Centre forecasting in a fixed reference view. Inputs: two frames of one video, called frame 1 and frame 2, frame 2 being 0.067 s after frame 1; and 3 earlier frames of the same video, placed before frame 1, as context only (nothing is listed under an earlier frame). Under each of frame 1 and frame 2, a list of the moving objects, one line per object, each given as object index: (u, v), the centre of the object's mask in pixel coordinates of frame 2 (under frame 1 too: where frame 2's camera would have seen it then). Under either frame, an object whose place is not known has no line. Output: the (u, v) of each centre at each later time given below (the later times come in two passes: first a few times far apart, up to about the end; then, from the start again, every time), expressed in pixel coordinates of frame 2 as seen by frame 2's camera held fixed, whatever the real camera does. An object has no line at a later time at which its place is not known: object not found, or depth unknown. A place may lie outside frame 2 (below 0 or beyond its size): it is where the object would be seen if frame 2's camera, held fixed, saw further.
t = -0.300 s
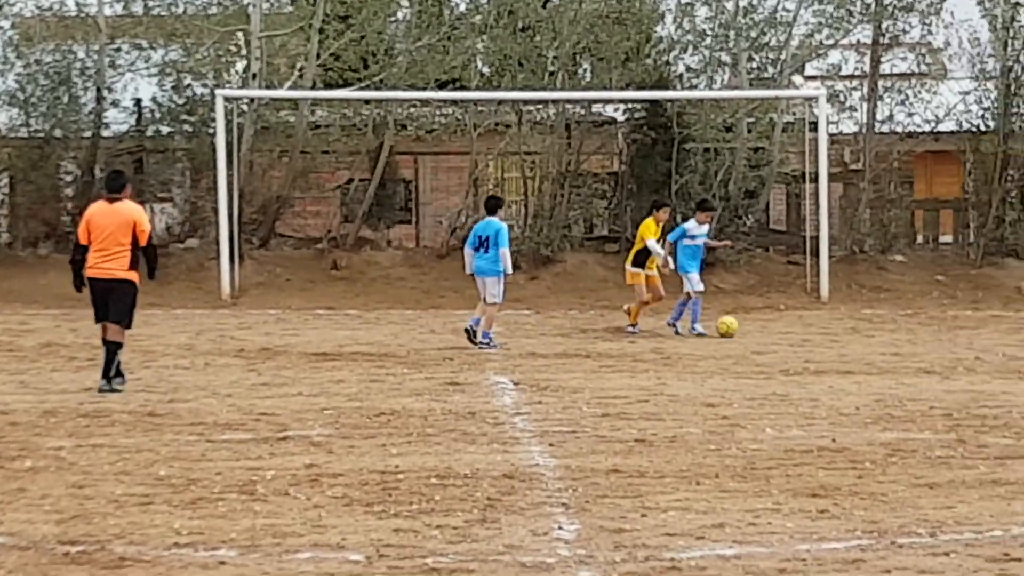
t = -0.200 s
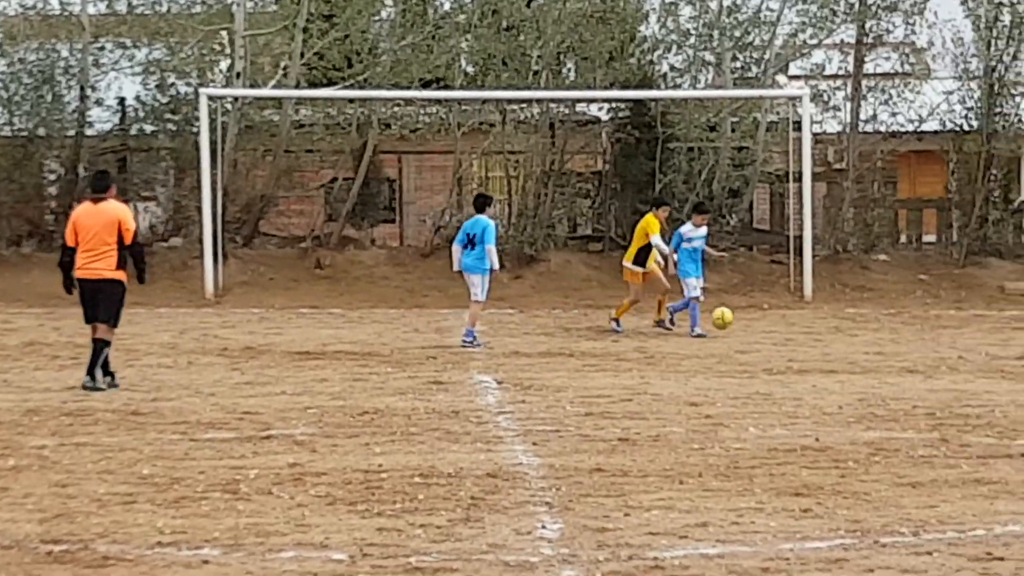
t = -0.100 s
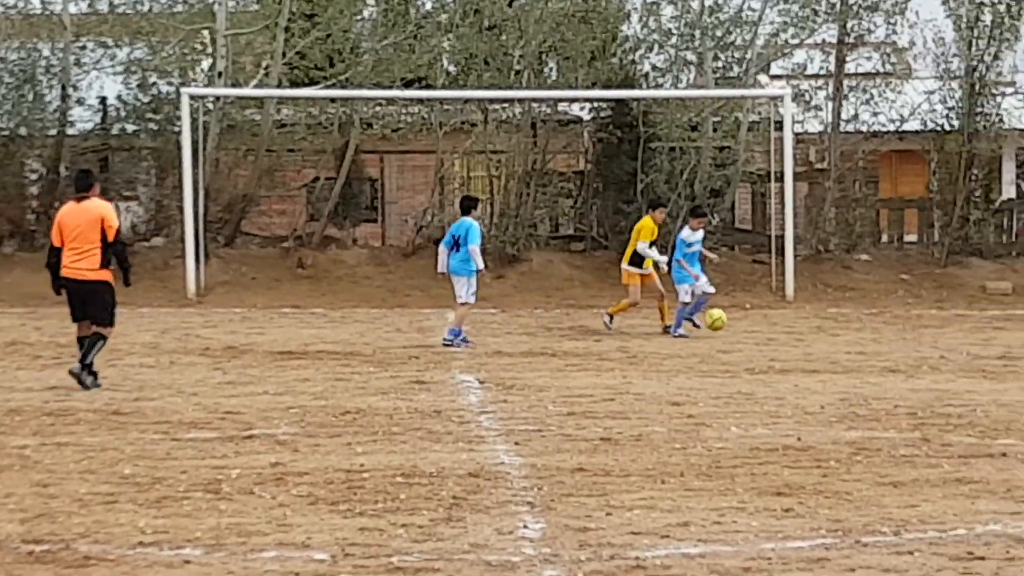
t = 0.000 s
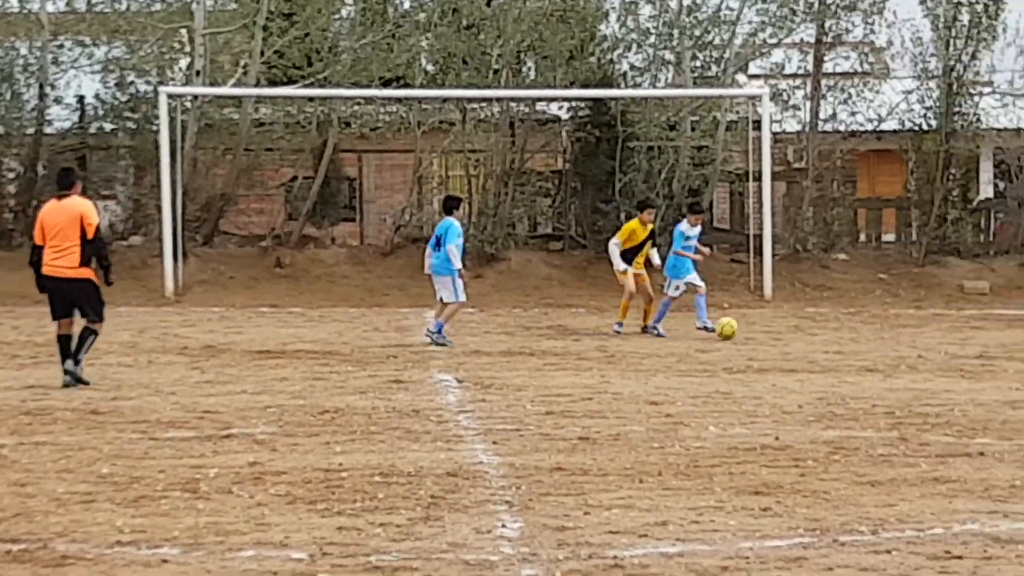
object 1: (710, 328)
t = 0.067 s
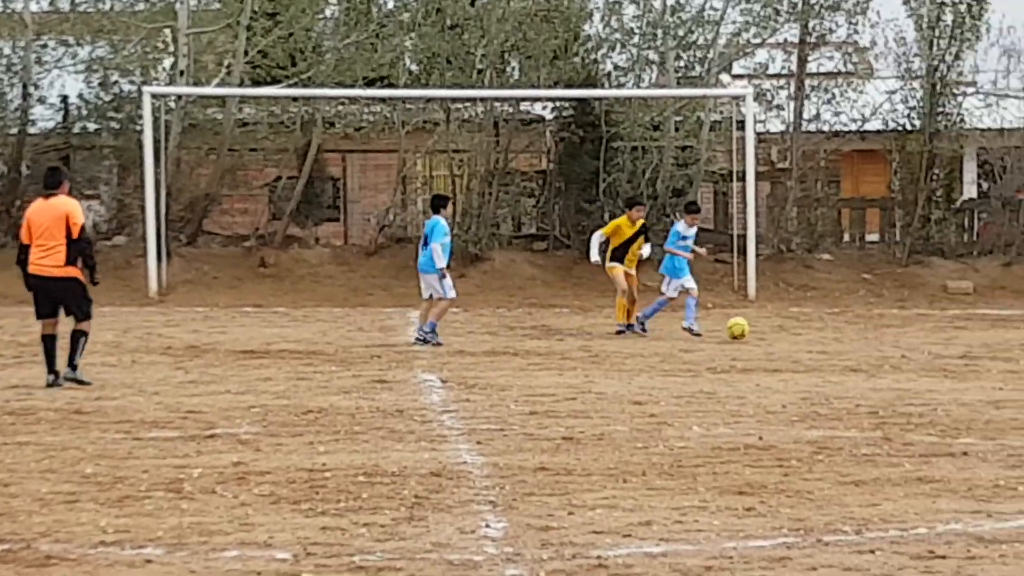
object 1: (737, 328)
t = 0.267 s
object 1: (808, 328)
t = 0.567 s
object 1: (897, 336)
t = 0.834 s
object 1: (974, 343)
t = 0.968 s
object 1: (1014, 343)
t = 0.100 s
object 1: (750, 328)
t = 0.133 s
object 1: (764, 330)
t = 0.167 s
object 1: (777, 333)
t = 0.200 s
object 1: (788, 334)
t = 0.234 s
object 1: (798, 331)
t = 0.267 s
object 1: (808, 328)
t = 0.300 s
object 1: (818, 328)
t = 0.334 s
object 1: (828, 328)
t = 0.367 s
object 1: (839, 329)
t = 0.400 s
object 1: (849, 332)
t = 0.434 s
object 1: (860, 336)
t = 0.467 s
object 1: (870, 340)
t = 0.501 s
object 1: (879, 338)
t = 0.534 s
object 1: (888, 336)
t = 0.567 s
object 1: (897, 336)
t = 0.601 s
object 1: (906, 338)
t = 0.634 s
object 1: (915, 340)
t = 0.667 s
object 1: (925, 344)
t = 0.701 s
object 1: (935, 343)
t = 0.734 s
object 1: (944, 342)
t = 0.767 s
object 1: (954, 341)
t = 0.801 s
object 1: (964, 341)
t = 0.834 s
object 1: (974, 343)
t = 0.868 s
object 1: (984, 346)
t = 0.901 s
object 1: (994, 348)
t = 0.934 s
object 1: (1004, 345)
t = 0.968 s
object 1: (1014, 343)
